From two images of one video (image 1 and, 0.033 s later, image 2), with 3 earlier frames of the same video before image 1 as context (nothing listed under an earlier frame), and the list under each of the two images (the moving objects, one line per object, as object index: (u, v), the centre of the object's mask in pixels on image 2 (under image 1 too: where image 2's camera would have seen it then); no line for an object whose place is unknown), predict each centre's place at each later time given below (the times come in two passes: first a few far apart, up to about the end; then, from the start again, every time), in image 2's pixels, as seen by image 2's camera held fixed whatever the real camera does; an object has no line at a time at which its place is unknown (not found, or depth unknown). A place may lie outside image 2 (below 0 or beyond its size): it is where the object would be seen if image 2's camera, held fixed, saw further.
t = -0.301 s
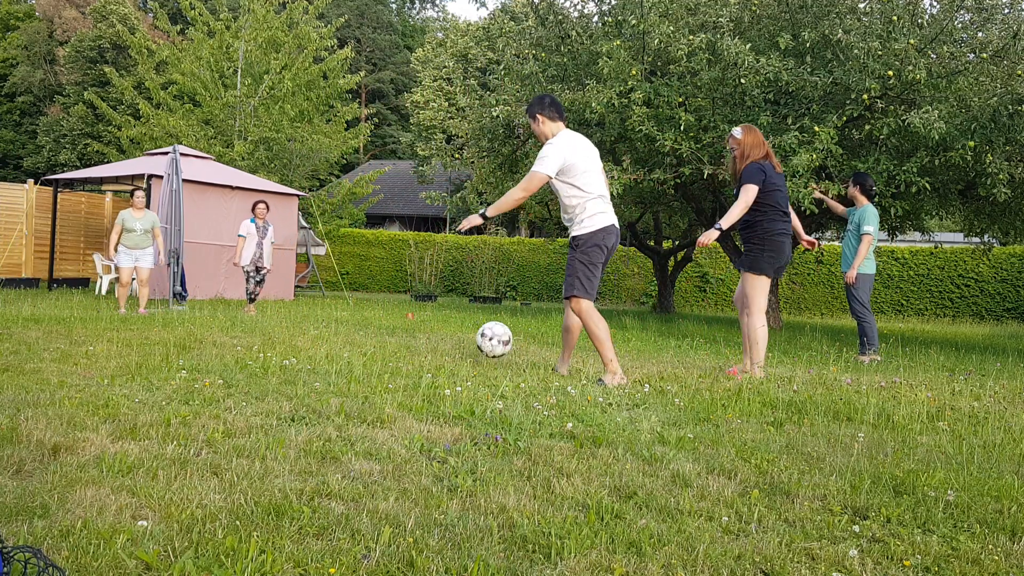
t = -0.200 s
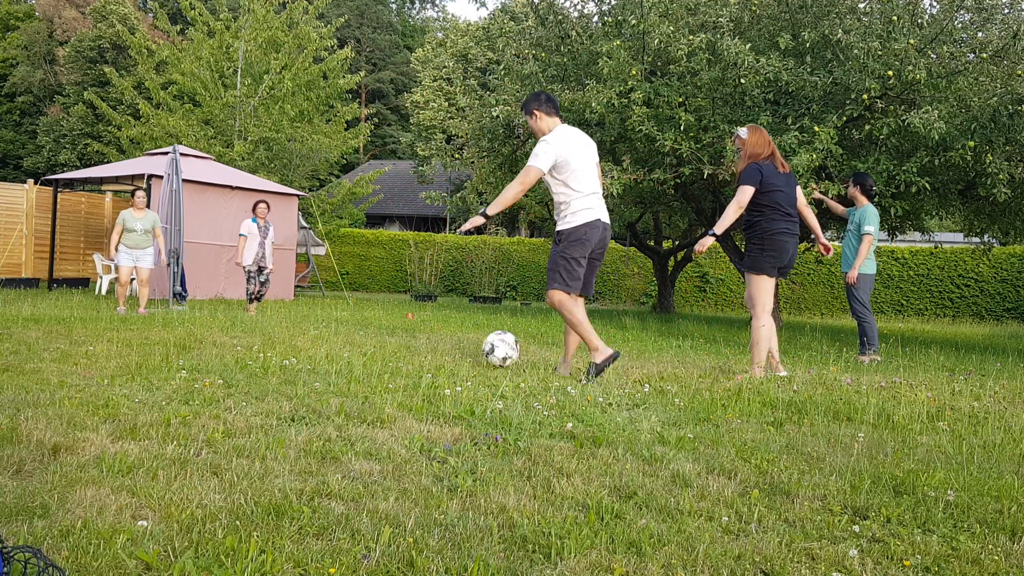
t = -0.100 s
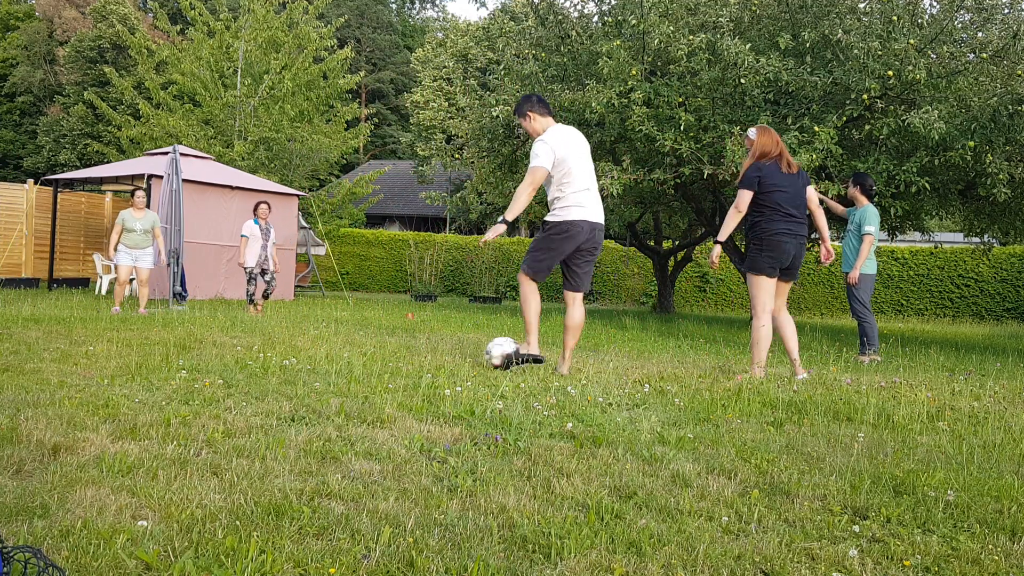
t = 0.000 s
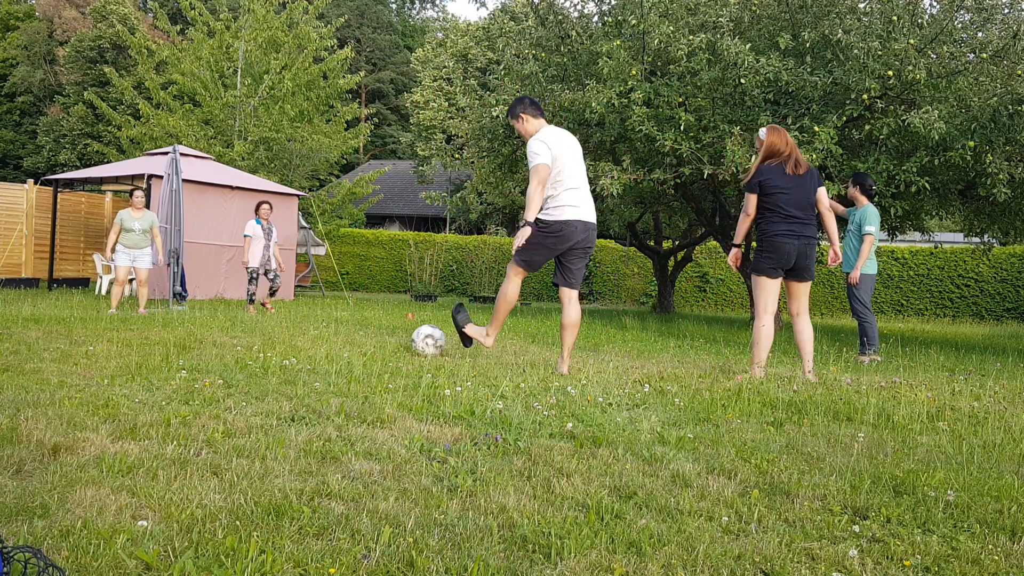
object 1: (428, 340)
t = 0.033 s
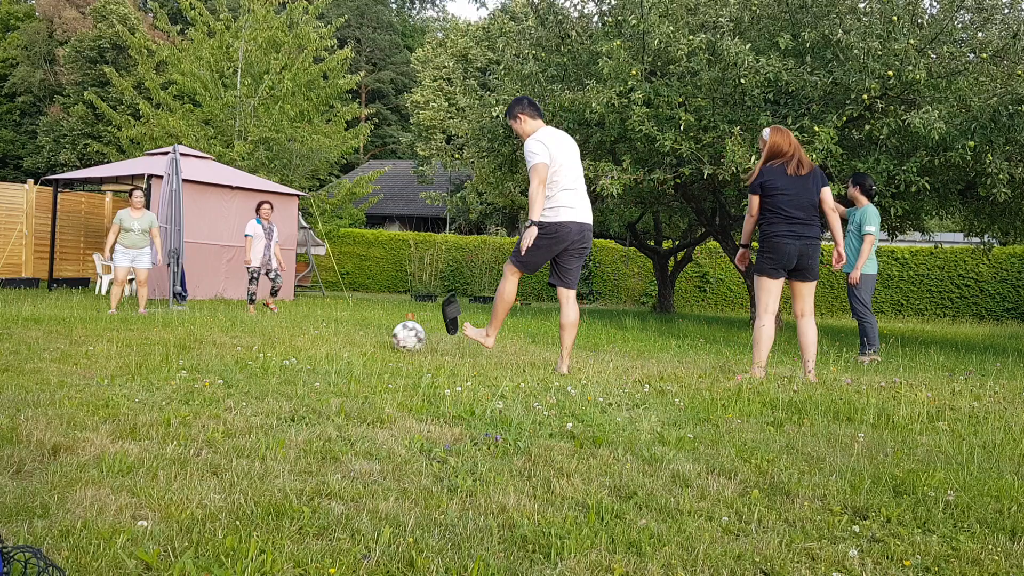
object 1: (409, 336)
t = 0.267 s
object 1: (317, 321)
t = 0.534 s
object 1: (262, 313)
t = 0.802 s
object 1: (227, 308)
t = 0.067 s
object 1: (391, 335)
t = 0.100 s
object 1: (375, 331)
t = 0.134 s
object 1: (360, 331)
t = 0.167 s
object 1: (347, 328)
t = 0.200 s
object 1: (336, 325)
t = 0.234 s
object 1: (326, 323)
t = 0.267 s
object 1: (317, 321)
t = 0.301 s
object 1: (308, 320)
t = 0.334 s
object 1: (299, 320)
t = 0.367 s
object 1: (291, 320)
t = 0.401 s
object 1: (285, 317)
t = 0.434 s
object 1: (279, 315)
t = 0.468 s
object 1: (273, 313)
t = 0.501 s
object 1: (268, 313)
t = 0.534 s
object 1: (262, 313)
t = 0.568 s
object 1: (257, 314)
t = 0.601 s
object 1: (252, 313)
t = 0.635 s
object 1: (248, 310)
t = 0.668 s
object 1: (244, 308)
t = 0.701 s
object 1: (239, 307)
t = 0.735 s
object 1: (235, 306)
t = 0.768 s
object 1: (230, 307)
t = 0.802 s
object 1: (227, 308)
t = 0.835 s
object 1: (223, 310)
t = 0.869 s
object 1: (220, 310)
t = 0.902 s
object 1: (217, 309)
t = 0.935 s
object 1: (214, 307)
